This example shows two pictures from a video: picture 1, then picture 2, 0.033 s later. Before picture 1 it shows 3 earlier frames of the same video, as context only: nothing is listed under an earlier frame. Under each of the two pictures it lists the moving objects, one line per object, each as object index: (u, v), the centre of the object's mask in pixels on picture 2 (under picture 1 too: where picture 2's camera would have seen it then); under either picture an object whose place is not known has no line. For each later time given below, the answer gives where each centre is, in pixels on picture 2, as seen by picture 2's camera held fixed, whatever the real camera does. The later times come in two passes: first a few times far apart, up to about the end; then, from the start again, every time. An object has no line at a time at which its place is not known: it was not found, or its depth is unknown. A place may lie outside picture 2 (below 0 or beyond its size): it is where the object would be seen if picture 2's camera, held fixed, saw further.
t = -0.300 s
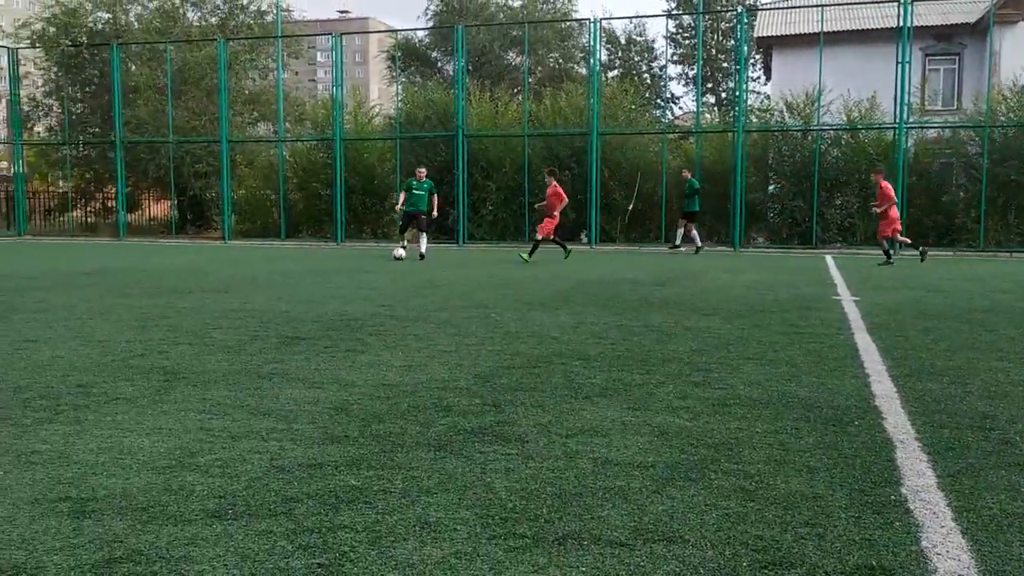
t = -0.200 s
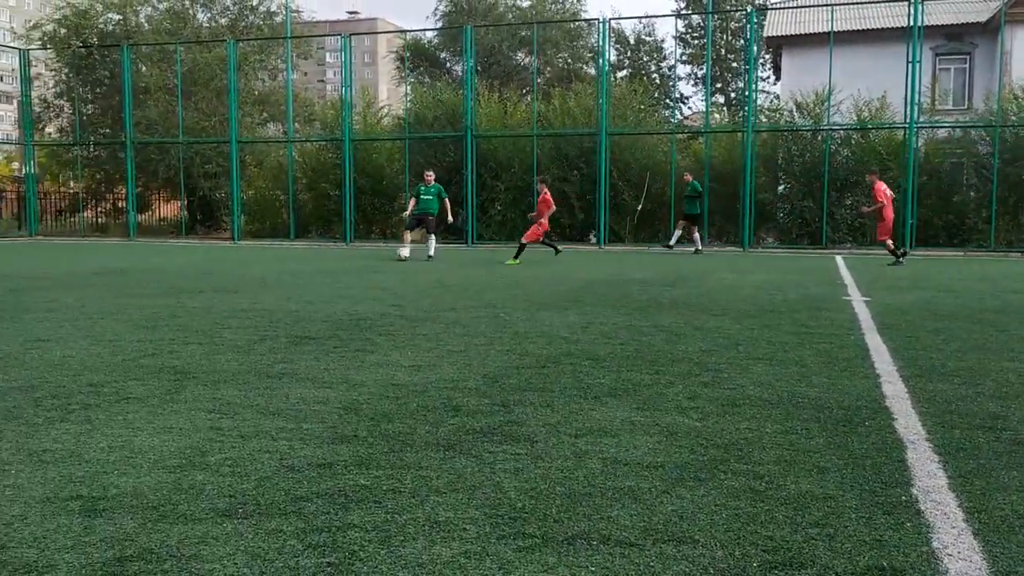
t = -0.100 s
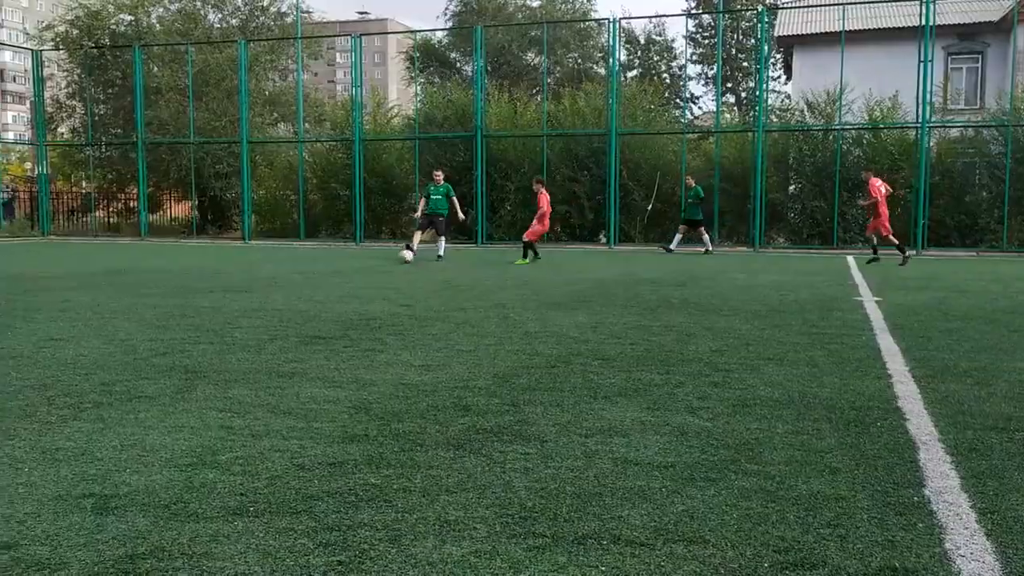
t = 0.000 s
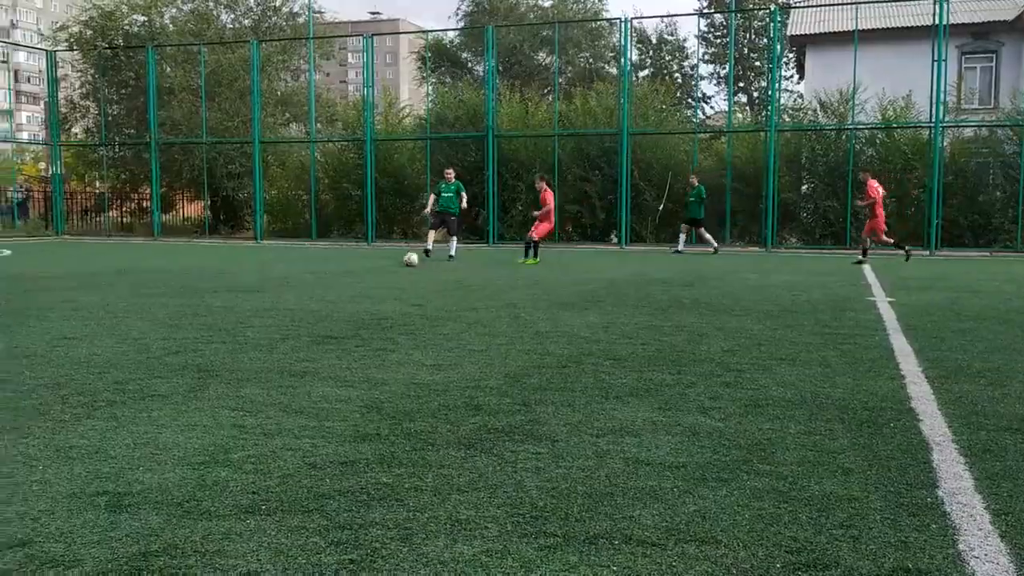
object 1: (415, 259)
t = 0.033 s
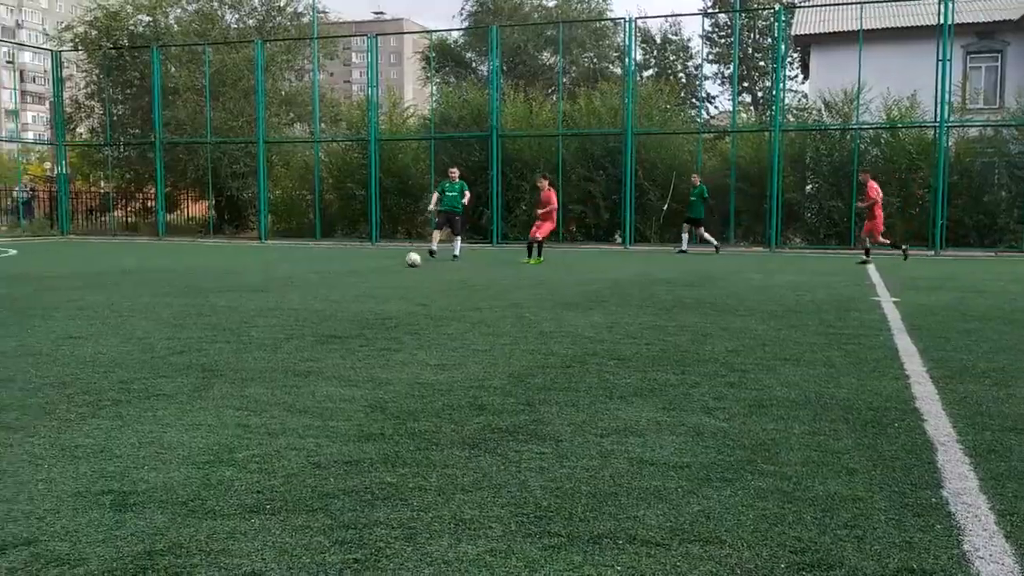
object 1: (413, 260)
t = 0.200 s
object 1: (402, 264)
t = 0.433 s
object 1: (385, 272)
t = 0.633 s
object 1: (370, 277)
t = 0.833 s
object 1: (353, 287)
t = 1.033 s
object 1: (332, 295)
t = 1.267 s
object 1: (303, 309)
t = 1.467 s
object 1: (271, 323)
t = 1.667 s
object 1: (230, 343)
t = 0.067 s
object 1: (410, 260)
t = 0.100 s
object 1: (408, 262)
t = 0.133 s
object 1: (406, 262)
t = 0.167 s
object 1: (404, 263)
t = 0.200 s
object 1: (402, 264)
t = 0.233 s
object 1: (399, 265)
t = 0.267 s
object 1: (397, 266)
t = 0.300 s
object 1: (394, 267)
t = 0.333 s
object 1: (392, 269)
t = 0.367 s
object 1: (390, 270)
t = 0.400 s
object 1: (388, 271)
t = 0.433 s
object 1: (385, 272)
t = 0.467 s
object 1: (383, 272)
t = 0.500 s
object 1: (381, 273)
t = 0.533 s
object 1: (378, 275)
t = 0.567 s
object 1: (376, 277)
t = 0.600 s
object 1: (373, 276)
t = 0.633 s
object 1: (370, 277)
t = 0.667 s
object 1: (368, 278)
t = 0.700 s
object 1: (365, 281)
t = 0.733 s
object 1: (362, 282)
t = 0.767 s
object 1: (359, 282)
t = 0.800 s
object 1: (356, 284)
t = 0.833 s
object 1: (353, 287)
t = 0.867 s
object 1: (350, 287)
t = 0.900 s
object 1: (347, 287)
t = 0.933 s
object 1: (343, 289)
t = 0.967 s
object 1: (339, 292)
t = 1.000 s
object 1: (336, 294)
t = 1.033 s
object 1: (332, 295)
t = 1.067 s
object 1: (328, 297)
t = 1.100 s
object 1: (324, 299)
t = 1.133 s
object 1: (321, 300)
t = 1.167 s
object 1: (316, 302)
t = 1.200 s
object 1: (311, 304)
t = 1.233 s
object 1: (307, 306)
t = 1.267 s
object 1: (303, 309)
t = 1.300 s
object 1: (298, 311)
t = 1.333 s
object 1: (293, 313)
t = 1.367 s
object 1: (288, 315)
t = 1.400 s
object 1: (282, 318)
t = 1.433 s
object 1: (276, 320)
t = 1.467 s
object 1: (271, 323)
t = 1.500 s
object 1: (265, 325)
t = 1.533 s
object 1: (258, 329)
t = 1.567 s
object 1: (252, 331)
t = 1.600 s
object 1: (245, 334)
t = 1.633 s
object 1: (238, 338)
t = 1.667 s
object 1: (230, 343)
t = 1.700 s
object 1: (222, 347)
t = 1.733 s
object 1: (215, 350)
